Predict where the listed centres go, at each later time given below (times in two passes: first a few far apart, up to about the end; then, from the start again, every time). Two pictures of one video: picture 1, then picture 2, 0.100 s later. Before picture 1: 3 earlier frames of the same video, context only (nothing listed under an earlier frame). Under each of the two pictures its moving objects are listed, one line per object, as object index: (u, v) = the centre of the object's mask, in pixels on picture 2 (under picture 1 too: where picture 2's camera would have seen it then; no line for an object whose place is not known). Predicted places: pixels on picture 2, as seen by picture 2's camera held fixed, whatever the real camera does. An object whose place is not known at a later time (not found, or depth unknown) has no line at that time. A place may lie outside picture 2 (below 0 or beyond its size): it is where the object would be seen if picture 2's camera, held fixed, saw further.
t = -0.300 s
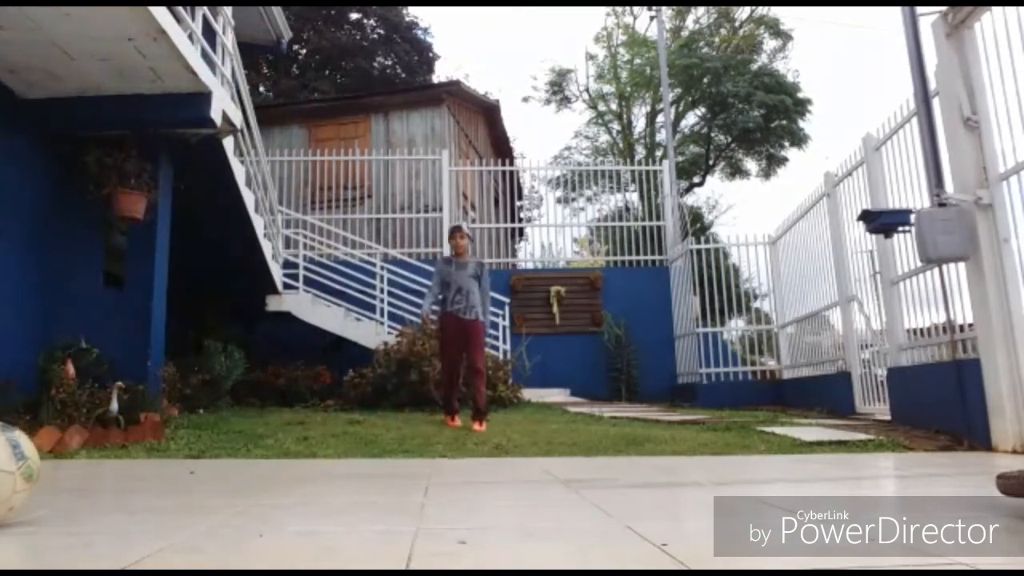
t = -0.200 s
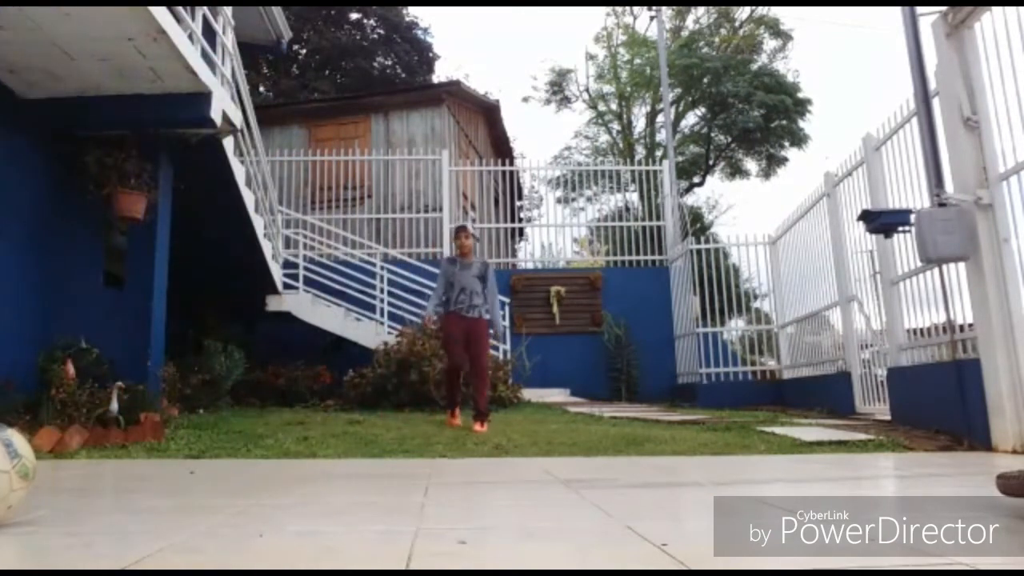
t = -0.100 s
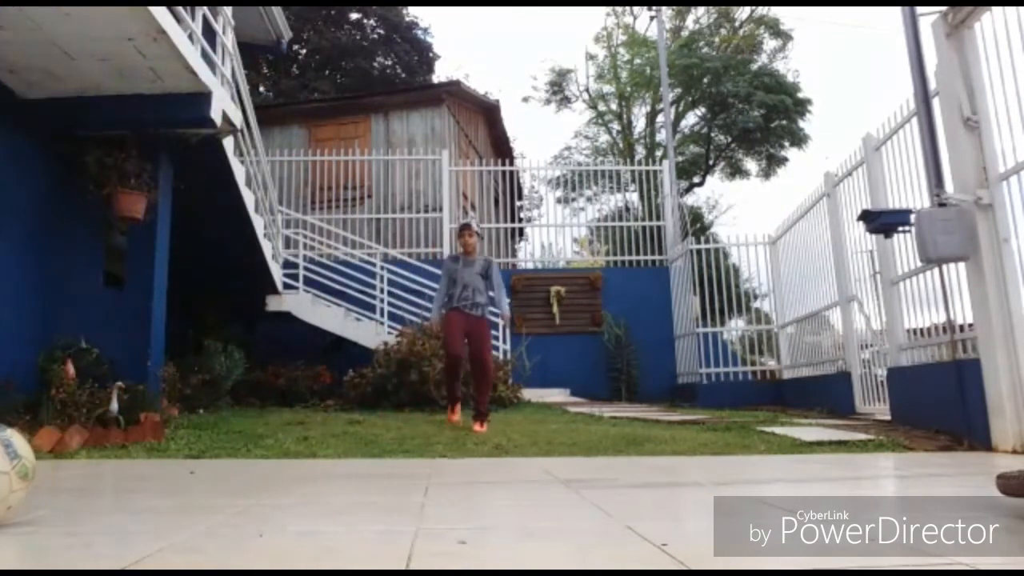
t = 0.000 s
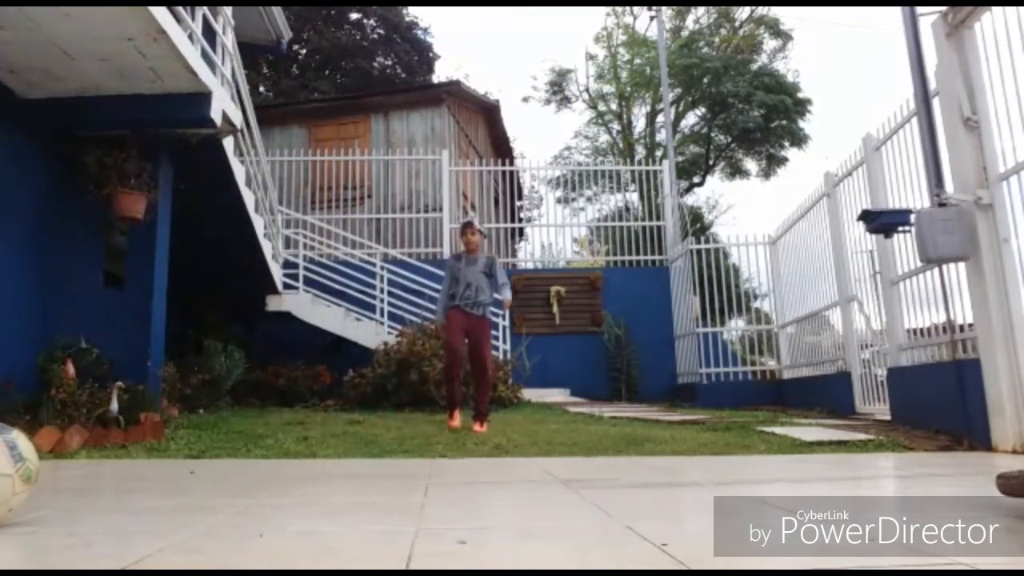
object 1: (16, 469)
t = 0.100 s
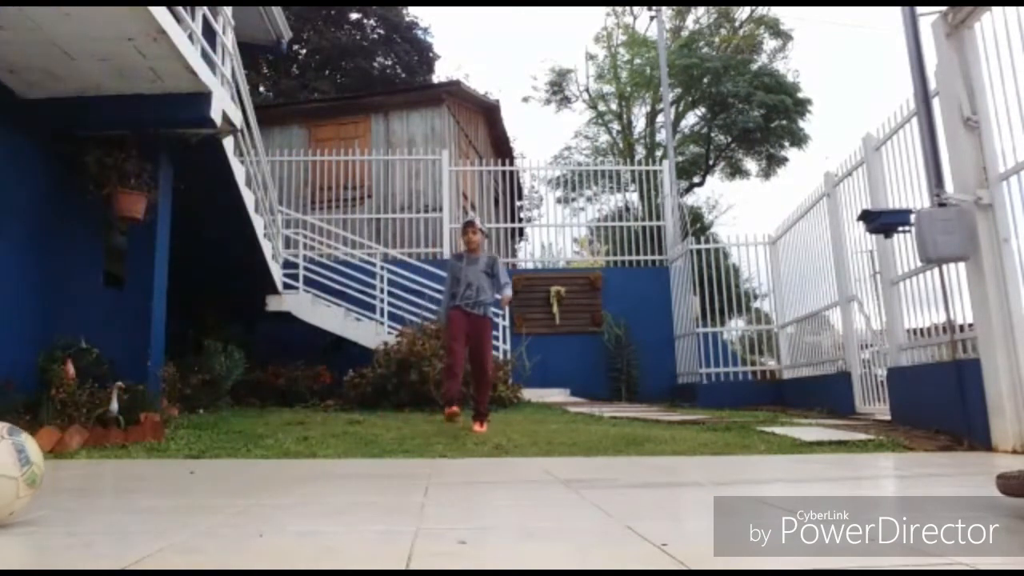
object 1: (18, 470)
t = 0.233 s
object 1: (23, 470)
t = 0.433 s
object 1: (32, 471)
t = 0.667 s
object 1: (47, 473)
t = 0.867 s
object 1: (65, 475)
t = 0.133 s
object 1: (19, 470)
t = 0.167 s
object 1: (20, 469)
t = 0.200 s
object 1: (22, 470)
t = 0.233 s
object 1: (23, 470)
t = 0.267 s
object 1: (24, 470)
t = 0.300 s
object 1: (26, 470)
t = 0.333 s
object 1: (27, 470)
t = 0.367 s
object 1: (29, 470)
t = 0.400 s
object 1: (30, 471)
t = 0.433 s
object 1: (32, 471)
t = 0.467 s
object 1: (34, 472)
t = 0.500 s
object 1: (36, 472)
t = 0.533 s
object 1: (38, 473)
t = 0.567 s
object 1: (41, 473)
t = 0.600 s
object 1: (43, 474)
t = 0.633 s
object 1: (45, 473)
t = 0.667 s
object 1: (47, 473)
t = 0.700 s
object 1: (50, 473)
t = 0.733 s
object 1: (52, 473)
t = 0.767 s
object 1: (55, 474)
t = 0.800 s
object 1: (58, 474)
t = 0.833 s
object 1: (61, 475)
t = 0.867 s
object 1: (65, 475)
